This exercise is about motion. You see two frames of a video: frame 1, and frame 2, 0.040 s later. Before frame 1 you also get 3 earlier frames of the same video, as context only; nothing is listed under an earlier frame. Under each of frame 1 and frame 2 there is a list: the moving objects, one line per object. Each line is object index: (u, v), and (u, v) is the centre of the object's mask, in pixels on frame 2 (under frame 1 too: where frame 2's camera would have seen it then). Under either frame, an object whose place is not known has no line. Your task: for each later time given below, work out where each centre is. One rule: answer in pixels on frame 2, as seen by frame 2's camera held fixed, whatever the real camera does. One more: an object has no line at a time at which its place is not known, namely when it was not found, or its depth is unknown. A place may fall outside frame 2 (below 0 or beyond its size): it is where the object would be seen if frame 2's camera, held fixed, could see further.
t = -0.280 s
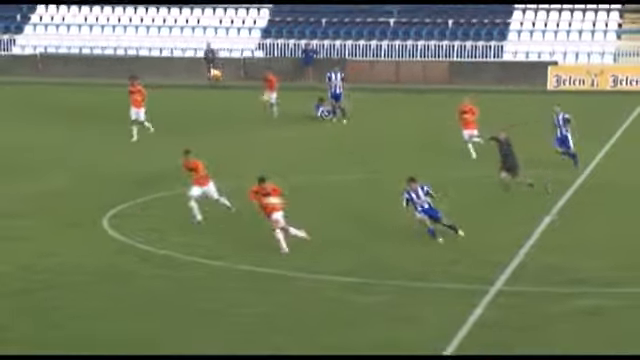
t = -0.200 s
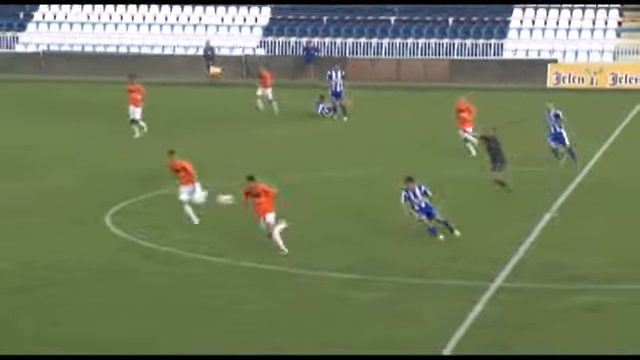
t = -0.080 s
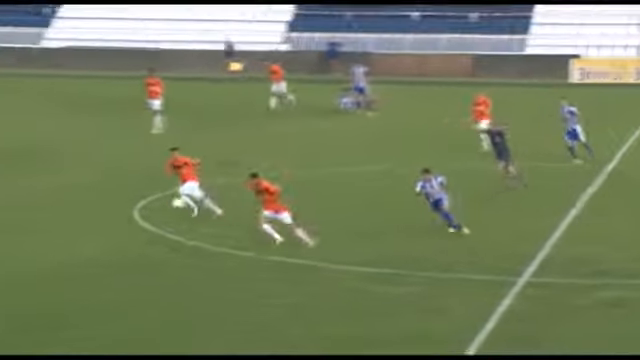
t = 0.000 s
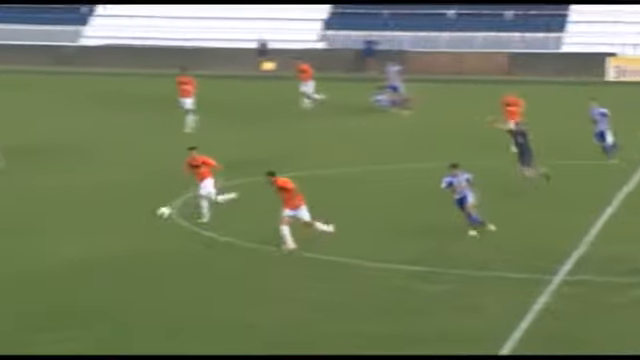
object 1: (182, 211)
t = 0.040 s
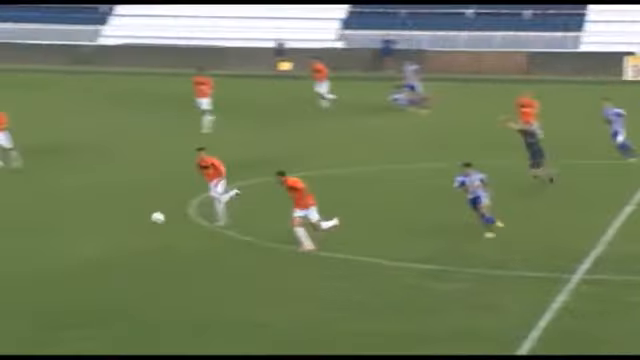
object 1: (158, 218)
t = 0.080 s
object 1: (132, 226)
